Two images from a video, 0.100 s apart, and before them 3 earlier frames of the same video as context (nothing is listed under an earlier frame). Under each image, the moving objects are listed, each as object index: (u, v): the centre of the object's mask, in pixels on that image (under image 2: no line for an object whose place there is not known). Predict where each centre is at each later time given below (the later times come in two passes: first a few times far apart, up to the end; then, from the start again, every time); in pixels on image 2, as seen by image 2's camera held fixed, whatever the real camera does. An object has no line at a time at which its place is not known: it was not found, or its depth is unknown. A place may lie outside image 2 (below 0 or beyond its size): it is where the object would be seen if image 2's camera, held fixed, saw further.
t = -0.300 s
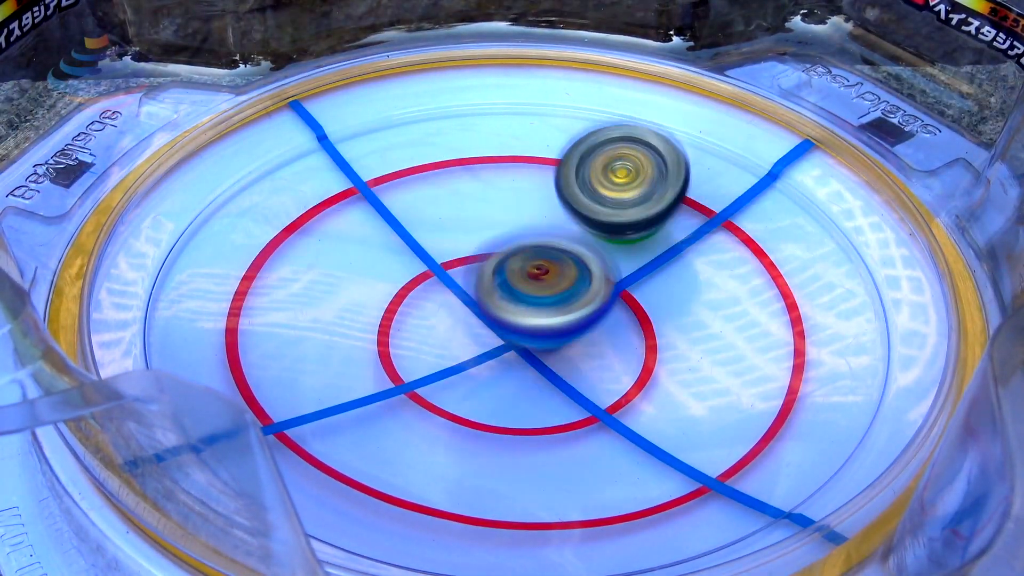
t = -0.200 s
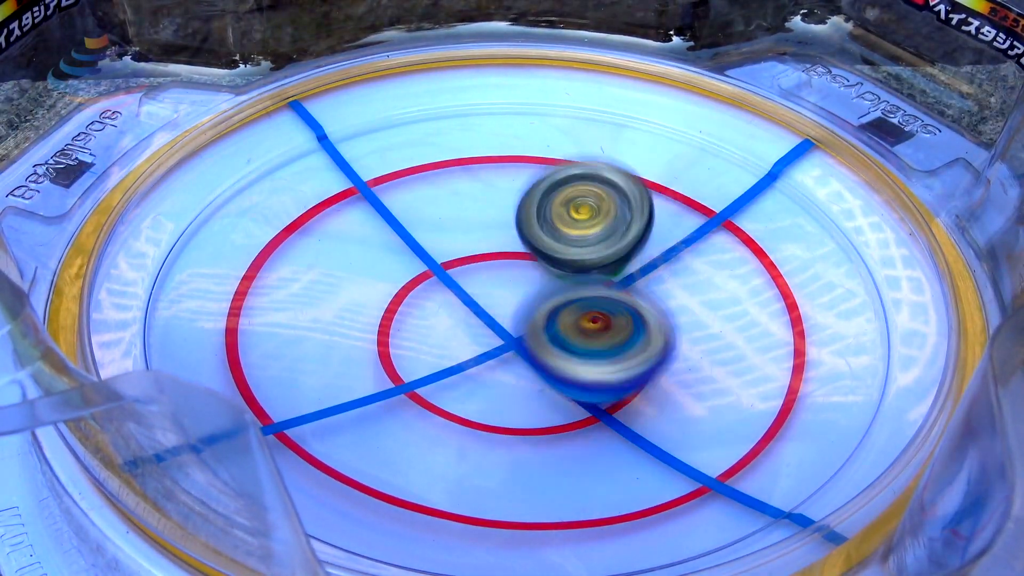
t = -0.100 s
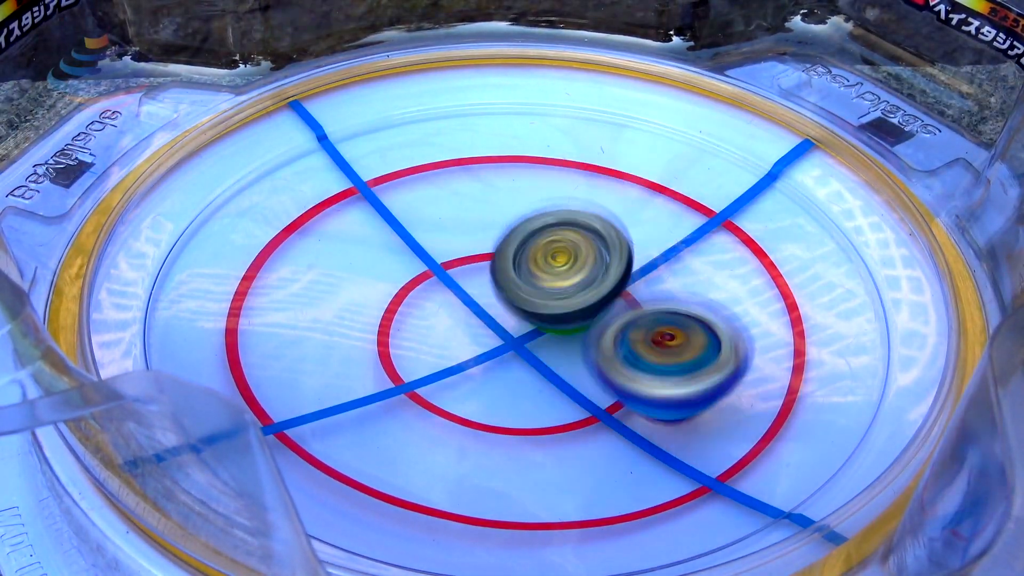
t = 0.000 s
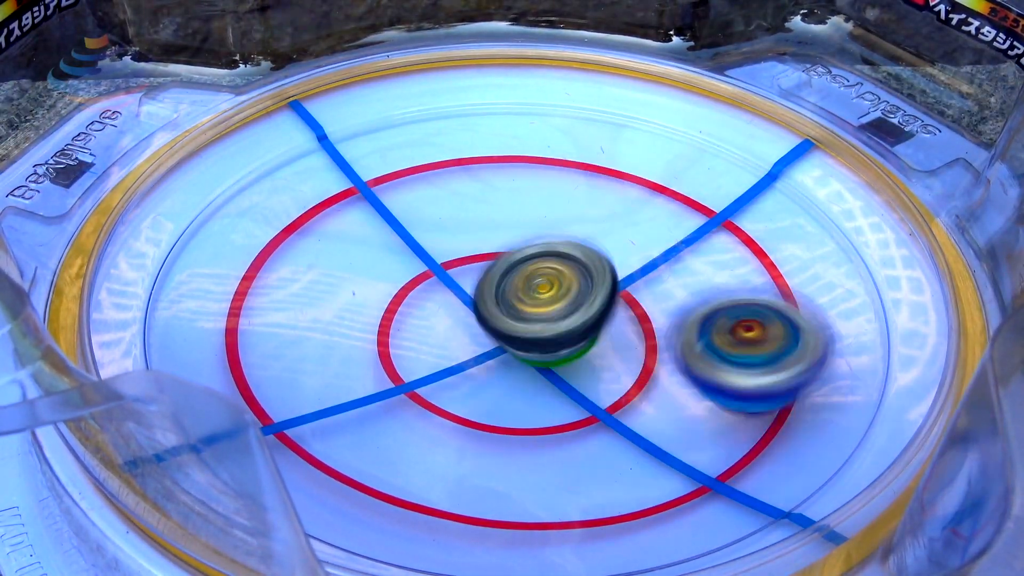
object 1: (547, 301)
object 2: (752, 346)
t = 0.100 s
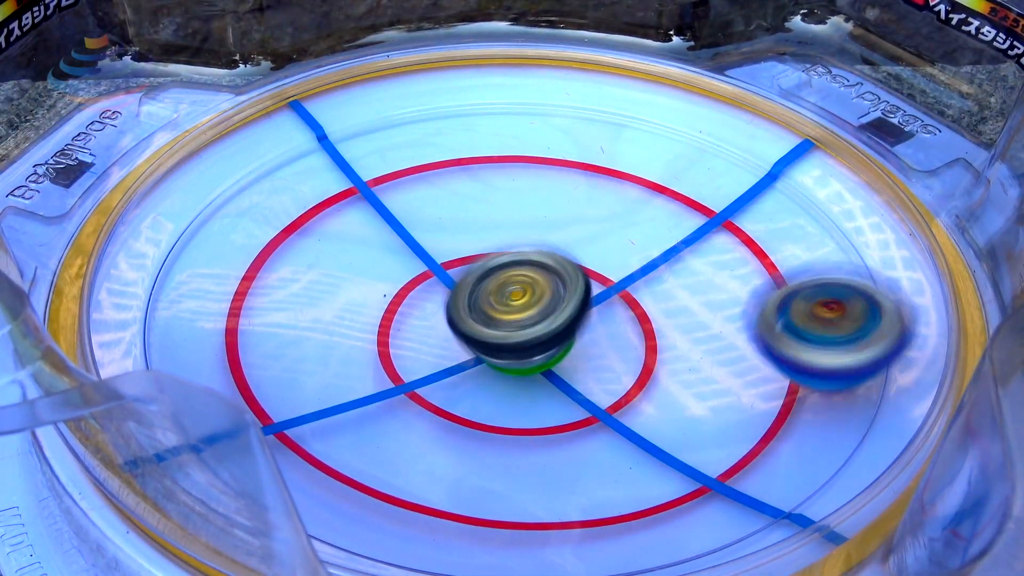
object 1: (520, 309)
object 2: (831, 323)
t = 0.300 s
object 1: (563, 353)
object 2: (708, 212)
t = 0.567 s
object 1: (684, 355)
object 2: (277, 223)
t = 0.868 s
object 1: (567, 324)
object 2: (344, 440)
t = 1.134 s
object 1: (445, 373)
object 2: (835, 357)
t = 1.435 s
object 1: (565, 343)
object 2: (513, 59)
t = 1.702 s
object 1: (413, 224)
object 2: (198, 337)
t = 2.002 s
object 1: (307, 291)
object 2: (775, 399)
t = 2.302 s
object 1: (511, 249)
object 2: (589, 120)
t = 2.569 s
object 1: (467, 220)
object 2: (240, 181)
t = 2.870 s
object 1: (501, 266)
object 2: (668, 403)
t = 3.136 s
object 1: (577, 274)
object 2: (735, 128)
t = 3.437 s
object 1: (576, 276)
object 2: (202, 199)
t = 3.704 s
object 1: (575, 296)
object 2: (644, 494)
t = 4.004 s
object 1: (549, 314)
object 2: (595, 48)
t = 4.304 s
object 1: (539, 308)
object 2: (180, 353)
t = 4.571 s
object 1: (547, 329)
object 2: (825, 394)
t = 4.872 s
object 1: (540, 311)
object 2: (505, 65)
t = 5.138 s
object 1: (510, 267)
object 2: (347, 479)
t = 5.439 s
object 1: (483, 274)
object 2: (836, 236)
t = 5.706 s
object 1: (516, 269)
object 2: (524, 103)
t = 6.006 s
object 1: (554, 283)
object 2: (284, 232)
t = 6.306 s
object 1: (546, 297)
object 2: (471, 381)
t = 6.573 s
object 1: (525, 288)
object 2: (723, 305)
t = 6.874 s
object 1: (522, 288)
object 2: (527, 174)
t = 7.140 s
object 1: (517, 289)
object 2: (311, 264)
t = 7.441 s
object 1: (518, 280)
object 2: (538, 380)
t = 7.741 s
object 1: (523, 288)
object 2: (663, 227)
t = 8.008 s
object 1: (527, 290)
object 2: (465, 158)
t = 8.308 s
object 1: (528, 291)
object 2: (382, 328)
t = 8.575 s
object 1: (539, 287)
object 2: (608, 405)
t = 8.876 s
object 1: (507, 282)
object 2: (677, 236)
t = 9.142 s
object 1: (493, 297)
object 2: (467, 166)
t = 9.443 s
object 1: (523, 334)
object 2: (264, 153)
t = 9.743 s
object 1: (615, 320)
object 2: (360, 296)
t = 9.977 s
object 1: (736, 293)
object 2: (420, 289)
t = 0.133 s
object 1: (519, 313)
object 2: (837, 310)
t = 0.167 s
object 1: (522, 322)
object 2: (832, 294)
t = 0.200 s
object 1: (529, 327)
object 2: (816, 273)
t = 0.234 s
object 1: (539, 337)
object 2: (790, 252)
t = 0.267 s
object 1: (550, 347)
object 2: (755, 232)
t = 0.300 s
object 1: (563, 353)
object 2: (708, 212)
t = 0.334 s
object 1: (581, 359)
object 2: (663, 198)
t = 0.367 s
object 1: (598, 365)
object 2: (610, 190)
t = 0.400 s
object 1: (616, 370)
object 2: (553, 184)
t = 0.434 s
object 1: (636, 372)
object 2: (497, 182)
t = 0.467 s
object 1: (654, 369)
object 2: (442, 188)
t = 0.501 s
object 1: (669, 364)
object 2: (385, 196)
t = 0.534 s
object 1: (679, 361)
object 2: (329, 208)
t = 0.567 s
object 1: (684, 355)
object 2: (277, 223)
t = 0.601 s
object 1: (689, 348)
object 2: (232, 235)
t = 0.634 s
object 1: (693, 342)
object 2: (196, 260)
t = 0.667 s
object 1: (696, 336)
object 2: (163, 284)
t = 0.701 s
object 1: (692, 332)
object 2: (147, 309)
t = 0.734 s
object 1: (678, 329)
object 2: (161, 332)
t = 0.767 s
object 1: (655, 327)
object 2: (206, 348)
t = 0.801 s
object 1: (628, 325)
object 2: (255, 378)
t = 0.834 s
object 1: (599, 324)
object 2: (301, 410)
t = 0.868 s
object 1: (567, 324)
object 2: (344, 440)
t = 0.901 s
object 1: (537, 327)
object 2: (406, 461)
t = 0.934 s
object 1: (509, 332)
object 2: (473, 476)
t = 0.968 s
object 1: (486, 337)
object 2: (551, 485)
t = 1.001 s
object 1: (468, 343)
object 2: (629, 480)
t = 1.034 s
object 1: (454, 350)
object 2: (704, 466)
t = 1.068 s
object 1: (444, 358)
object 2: (762, 435)
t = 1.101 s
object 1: (441, 366)
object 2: (808, 401)
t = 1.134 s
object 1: (445, 373)
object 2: (835, 357)
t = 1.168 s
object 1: (454, 382)
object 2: (848, 315)
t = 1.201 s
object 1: (468, 389)
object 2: (843, 269)
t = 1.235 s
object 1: (489, 394)
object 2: (822, 227)
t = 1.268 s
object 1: (512, 394)
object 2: (787, 185)
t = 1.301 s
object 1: (529, 389)
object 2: (747, 154)
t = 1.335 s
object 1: (545, 382)
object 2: (696, 121)
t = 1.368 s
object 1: (558, 370)
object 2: (639, 97)
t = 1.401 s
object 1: (563, 358)
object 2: (577, 74)
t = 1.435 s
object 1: (565, 343)
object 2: (513, 59)
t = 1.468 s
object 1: (559, 325)
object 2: (446, 51)
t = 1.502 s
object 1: (549, 309)
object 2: (380, 69)
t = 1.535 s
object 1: (534, 291)
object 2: (319, 104)
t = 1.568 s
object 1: (515, 274)
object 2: (257, 144)
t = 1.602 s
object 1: (494, 260)
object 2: (203, 183)
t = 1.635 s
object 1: (470, 245)
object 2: (162, 230)
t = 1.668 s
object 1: (443, 234)
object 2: (167, 287)
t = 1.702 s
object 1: (413, 224)
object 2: (198, 337)
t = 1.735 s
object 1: (386, 222)
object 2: (250, 375)
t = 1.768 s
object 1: (354, 221)
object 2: (308, 430)
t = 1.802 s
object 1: (324, 224)
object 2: (362, 468)
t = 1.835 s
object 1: (306, 231)
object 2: (441, 482)
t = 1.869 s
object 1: (294, 243)
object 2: (526, 489)
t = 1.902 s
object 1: (289, 258)
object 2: (609, 484)
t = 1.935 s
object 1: (289, 273)
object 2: (679, 462)
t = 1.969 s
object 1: (293, 284)
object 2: (735, 433)
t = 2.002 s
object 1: (307, 291)
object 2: (775, 399)
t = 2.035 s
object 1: (331, 297)
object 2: (799, 359)
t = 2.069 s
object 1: (364, 298)
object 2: (806, 319)
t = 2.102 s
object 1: (393, 295)
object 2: (802, 283)
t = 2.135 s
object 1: (422, 288)
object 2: (786, 245)
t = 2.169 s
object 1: (447, 280)
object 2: (757, 212)
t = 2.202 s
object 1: (471, 272)
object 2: (722, 181)
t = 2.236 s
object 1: (488, 264)
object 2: (681, 158)
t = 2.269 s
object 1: (500, 256)
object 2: (636, 137)
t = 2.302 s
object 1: (511, 249)
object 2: (589, 120)
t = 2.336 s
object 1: (515, 239)
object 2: (541, 111)
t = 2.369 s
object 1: (515, 232)
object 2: (492, 107)
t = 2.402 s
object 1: (511, 223)
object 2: (444, 108)
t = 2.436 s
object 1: (507, 218)
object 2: (396, 113)
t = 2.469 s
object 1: (498, 216)
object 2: (350, 122)
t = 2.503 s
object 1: (488, 214)
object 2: (307, 137)
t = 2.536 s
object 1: (479, 216)
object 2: (269, 157)
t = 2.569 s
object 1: (467, 220)
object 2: (240, 181)
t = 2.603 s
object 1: (457, 225)
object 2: (219, 211)
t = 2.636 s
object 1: (449, 230)
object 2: (213, 253)
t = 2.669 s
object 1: (445, 234)
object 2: (225, 290)
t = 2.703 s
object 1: (440, 239)
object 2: (260, 326)
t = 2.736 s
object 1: (442, 242)
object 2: (315, 358)
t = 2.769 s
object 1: (452, 249)
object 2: (386, 387)
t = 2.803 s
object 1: (462, 256)
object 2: (476, 410)
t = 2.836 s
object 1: (478, 260)
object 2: (574, 417)
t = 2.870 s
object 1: (501, 266)
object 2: (668, 403)
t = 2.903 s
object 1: (522, 272)
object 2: (746, 373)
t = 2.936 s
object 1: (544, 277)
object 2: (810, 335)
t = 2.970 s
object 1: (563, 279)
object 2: (850, 296)
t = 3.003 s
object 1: (570, 279)
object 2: (871, 250)
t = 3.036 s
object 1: (577, 279)
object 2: (873, 209)
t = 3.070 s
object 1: (581, 279)
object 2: (839, 170)
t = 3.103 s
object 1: (578, 277)
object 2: (788, 146)
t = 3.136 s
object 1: (577, 274)
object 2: (735, 128)
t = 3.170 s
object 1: (578, 274)
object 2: (678, 110)
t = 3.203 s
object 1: (574, 275)
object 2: (622, 94)
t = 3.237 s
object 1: (572, 276)
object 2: (560, 80)
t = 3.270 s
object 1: (576, 277)
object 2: (493, 67)
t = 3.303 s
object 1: (577, 278)
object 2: (426, 68)
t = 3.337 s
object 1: (577, 277)
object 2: (362, 88)
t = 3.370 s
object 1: (576, 277)
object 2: (299, 118)
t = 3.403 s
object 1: (574, 276)
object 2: (242, 156)
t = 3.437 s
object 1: (576, 276)
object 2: (202, 199)
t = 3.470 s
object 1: (575, 277)
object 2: (176, 248)
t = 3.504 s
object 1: (574, 277)
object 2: (172, 302)
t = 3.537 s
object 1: (576, 279)
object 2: (207, 349)
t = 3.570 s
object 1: (576, 281)
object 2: (277, 407)
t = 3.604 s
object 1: (576, 284)
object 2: (338, 461)
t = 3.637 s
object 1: (574, 288)
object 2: (421, 492)
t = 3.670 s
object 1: (574, 291)
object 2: (532, 504)
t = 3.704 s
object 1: (575, 296)
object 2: (644, 494)
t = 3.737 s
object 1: (574, 299)
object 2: (739, 464)
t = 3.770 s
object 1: (573, 303)
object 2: (811, 412)
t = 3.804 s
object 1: (569, 308)
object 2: (866, 357)
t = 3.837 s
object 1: (566, 312)
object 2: (878, 292)
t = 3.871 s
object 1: (567, 314)
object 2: (865, 231)
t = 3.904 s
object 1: (565, 315)
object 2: (821, 173)
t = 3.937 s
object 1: (562, 316)
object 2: (761, 122)
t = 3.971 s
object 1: (556, 316)
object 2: (678, 79)
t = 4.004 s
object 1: (549, 314)
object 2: (595, 48)
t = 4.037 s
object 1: (542, 312)
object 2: (505, 45)
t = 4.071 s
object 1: (537, 310)
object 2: (410, 56)
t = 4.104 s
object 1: (534, 309)
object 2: (321, 71)
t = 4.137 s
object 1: (532, 309)
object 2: (252, 108)
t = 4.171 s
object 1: (532, 309)
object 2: (195, 149)
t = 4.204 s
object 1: (531, 309)
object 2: (163, 202)
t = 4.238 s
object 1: (534, 308)
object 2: (145, 258)
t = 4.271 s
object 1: (536, 308)
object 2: (148, 317)
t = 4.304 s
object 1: (539, 308)
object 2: (180, 353)
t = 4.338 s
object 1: (542, 309)
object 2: (251, 391)
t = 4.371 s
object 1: (546, 310)
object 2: (321, 449)
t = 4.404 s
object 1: (549, 313)
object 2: (392, 485)
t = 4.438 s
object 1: (549, 315)
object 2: (485, 502)
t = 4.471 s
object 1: (549, 319)
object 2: (588, 504)
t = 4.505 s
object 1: (547, 322)
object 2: (688, 480)
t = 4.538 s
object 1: (547, 326)
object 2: (770, 440)
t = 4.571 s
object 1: (547, 329)
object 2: (825, 394)
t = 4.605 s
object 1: (551, 332)
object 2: (857, 343)
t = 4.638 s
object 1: (552, 333)
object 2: (865, 293)
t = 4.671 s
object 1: (555, 335)
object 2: (853, 241)
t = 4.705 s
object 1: (552, 335)
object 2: (831, 197)
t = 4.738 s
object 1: (549, 337)
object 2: (790, 150)
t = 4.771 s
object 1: (540, 335)
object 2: (736, 115)
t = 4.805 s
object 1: (538, 328)
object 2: (670, 85)
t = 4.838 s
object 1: (537, 321)
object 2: (592, 69)
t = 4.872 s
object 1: (540, 311)
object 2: (505, 65)
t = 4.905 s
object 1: (538, 300)
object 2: (415, 73)
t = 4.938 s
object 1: (537, 292)
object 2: (325, 94)
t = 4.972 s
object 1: (532, 285)
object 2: (243, 135)
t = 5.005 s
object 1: (529, 279)
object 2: (190, 190)
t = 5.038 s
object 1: (524, 274)
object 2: (164, 266)
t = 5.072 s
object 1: (519, 271)
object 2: (185, 335)
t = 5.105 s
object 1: (515, 269)
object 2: (269, 395)
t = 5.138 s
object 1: (510, 267)
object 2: (347, 479)
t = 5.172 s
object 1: (507, 266)
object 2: (441, 501)
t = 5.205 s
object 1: (502, 266)
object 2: (561, 497)
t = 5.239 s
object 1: (499, 268)
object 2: (671, 482)
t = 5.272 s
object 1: (494, 269)
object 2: (750, 445)
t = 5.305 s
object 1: (492, 269)
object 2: (810, 404)
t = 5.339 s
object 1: (488, 270)
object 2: (847, 359)
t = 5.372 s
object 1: (487, 271)
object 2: (864, 310)
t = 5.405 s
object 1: (484, 273)
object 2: (856, 269)
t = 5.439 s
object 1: (483, 274)
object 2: (836, 236)
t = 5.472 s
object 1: (483, 275)
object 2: (812, 205)
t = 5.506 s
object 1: (487, 275)
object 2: (779, 173)
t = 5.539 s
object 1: (493, 274)
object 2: (741, 152)
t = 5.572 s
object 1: (498, 273)
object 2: (697, 131)
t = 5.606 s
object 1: (504, 272)
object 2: (650, 118)
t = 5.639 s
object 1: (506, 271)
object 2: (608, 109)
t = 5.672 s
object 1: (511, 270)
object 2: (565, 103)
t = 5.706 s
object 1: (516, 269)
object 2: (524, 103)
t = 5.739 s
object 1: (522, 269)
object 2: (483, 109)
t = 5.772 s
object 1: (529, 269)
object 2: (446, 117)
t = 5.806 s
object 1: (533, 270)
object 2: (416, 128)
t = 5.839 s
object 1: (538, 271)
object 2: (387, 140)
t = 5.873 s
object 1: (540, 273)
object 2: (355, 156)
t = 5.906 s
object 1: (544, 275)
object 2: (328, 172)
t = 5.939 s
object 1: (549, 277)
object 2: (305, 193)
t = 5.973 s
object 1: (552, 280)
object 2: (291, 213)
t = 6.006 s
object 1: (554, 283)
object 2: (284, 232)
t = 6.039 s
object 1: (553, 284)
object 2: (279, 253)
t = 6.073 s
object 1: (555, 287)
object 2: (283, 275)
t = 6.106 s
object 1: (557, 290)
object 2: (294, 294)
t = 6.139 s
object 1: (556, 292)
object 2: (312, 312)
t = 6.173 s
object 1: (555, 295)
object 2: (334, 326)
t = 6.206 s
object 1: (551, 297)
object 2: (359, 343)
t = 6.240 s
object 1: (549, 299)
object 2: (392, 358)
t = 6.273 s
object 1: (550, 299)
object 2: (428, 370)
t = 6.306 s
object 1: (546, 297)
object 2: (471, 381)
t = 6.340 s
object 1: (542, 294)
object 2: (514, 387)
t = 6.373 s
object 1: (539, 294)
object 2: (560, 390)
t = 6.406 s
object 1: (536, 296)
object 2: (605, 393)
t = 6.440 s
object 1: (534, 295)
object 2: (645, 380)
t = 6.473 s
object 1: (530, 293)
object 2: (676, 367)
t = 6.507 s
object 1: (530, 291)
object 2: (701, 349)
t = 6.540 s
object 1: (529, 289)
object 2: (719, 331)
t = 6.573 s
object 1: (525, 288)
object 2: (723, 305)
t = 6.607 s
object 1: (526, 288)
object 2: (723, 287)
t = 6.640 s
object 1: (527, 286)
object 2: (712, 266)
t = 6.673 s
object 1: (524, 286)
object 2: (697, 244)
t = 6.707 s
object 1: (525, 287)
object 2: (679, 226)
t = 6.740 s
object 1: (527, 287)
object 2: (656, 210)
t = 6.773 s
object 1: (524, 287)
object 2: (627, 196)
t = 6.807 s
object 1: (524, 288)
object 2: (593, 184)
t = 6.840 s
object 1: (525, 288)
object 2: (560, 176)
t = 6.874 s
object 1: (522, 288)
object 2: (527, 174)
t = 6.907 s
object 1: (523, 290)
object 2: (489, 176)
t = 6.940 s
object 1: (524, 290)
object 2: (459, 180)
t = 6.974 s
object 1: (520, 291)
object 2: (428, 188)
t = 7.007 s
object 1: (522, 291)
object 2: (397, 199)
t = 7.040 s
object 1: (521, 291)
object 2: (368, 210)
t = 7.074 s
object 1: (519, 291)
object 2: (342, 227)
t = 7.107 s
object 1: (520, 290)
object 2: (320, 244)
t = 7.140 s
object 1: (517, 289)
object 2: (311, 264)
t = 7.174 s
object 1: (518, 288)
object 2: (308, 282)
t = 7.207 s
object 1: (516, 288)
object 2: (314, 300)
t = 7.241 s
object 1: (515, 287)
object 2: (328, 320)
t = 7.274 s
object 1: (518, 287)
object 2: (349, 338)
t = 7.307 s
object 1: (515, 286)
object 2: (378, 352)
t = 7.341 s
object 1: (517, 286)
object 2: (411, 367)
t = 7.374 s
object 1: (518, 282)
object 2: (450, 374)
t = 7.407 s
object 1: (518, 281)
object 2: (492, 381)
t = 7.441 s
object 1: (518, 280)
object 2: (538, 380)
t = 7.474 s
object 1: (515, 280)
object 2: (578, 377)
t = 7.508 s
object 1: (520, 284)
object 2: (616, 365)
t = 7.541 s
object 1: (519, 285)
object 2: (646, 350)
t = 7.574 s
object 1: (522, 286)
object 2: (669, 330)
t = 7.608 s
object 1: (521, 287)
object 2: (678, 310)
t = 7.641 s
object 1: (523, 287)
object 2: (682, 286)
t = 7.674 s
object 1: (520, 287)
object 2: (680, 266)
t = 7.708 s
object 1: (522, 288)
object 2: (671, 247)
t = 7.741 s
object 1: (523, 288)
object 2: (663, 227)
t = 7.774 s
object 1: (523, 289)
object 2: (648, 207)
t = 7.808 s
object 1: (522, 289)
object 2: (632, 191)
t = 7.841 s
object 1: (523, 290)
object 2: (610, 176)
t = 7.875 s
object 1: (525, 288)
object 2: (585, 164)
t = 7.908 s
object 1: (526, 289)
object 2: (556, 156)
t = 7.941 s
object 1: (526, 289)
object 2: (526, 153)
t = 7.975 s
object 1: (526, 290)
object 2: (495, 153)
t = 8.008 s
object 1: (527, 290)
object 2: (465, 158)
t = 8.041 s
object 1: (527, 291)
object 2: (436, 166)
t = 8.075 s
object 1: (524, 291)
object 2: (410, 182)
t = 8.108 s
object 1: (525, 292)
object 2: (385, 198)
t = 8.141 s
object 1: (523, 292)
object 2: (367, 218)
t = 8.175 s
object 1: (525, 293)
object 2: (355, 239)
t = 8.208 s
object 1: (520, 294)
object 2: (349, 262)
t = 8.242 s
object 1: (522, 294)
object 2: (354, 287)
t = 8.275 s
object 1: (520, 293)
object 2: (368, 307)
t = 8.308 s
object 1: (528, 291)
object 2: (382, 328)
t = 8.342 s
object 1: (532, 290)
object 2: (397, 345)
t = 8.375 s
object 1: (533, 288)
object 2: (415, 362)
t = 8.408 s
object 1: (536, 287)
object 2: (438, 377)
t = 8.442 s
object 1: (536, 285)
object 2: (464, 387)
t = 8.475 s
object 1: (539, 286)
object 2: (495, 398)
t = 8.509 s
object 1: (537, 286)
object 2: (530, 405)
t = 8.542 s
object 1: (538, 286)
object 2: (569, 410)
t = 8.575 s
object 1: (539, 287)
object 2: (608, 405)
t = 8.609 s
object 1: (539, 287)
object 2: (641, 394)
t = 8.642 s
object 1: (542, 288)
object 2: (661, 374)
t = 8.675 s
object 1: (539, 288)
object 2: (678, 355)
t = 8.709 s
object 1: (540, 287)
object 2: (687, 334)
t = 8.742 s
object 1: (537, 287)
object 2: (695, 311)
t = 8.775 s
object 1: (525, 284)
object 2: (698, 296)
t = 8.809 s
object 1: (519, 283)
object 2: (698, 275)
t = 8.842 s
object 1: (512, 283)
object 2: (690, 256)
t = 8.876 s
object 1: (507, 282)
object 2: (677, 236)
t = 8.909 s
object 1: (506, 282)
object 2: (663, 219)
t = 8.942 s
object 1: (499, 284)
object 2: (642, 204)
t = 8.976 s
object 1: (499, 283)
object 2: (618, 191)
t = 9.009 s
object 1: (497, 284)
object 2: (591, 182)
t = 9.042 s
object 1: (494, 284)
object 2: (558, 177)
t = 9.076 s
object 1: (497, 283)
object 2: (527, 174)
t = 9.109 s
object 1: (498, 285)
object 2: (496, 176)
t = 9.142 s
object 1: (493, 297)
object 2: (467, 166)
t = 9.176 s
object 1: (494, 312)
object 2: (440, 154)
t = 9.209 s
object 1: (495, 322)
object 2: (412, 141)
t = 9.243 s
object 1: (497, 328)
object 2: (391, 135)
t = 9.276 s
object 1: (504, 332)
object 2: (367, 130)
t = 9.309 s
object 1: (510, 335)
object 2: (343, 129)
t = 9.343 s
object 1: (512, 335)
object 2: (321, 128)
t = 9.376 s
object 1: (516, 336)
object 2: (297, 133)
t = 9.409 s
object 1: (522, 334)
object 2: (282, 142)
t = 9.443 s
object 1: (523, 334)
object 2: (264, 153)
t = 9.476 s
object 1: (523, 332)
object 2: (257, 172)
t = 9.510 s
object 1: (526, 330)
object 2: (260, 188)
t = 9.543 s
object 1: (529, 329)
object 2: (270, 217)
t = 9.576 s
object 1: (529, 328)
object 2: (283, 234)
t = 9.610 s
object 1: (528, 324)
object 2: (307, 263)
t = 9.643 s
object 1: (530, 321)
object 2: (335, 279)
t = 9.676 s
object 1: (532, 318)
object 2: (369, 296)
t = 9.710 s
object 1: (557, 318)
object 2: (375, 296)
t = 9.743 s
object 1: (615, 320)
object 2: (360, 296)
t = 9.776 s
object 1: (661, 318)
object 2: (359, 295)
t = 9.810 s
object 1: (696, 312)
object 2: (364, 295)
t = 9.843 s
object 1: (721, 307)
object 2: (370, 296)
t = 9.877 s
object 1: (733, 301)
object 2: (380, 298)
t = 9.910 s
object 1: (738, 297)
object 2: (392, 296)
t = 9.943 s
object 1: (739, 294)
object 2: (405, 293)
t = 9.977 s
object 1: (736, 293)
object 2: (420, 289)
